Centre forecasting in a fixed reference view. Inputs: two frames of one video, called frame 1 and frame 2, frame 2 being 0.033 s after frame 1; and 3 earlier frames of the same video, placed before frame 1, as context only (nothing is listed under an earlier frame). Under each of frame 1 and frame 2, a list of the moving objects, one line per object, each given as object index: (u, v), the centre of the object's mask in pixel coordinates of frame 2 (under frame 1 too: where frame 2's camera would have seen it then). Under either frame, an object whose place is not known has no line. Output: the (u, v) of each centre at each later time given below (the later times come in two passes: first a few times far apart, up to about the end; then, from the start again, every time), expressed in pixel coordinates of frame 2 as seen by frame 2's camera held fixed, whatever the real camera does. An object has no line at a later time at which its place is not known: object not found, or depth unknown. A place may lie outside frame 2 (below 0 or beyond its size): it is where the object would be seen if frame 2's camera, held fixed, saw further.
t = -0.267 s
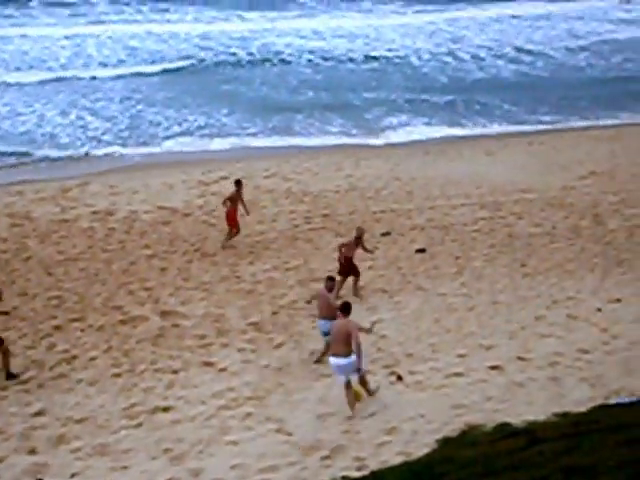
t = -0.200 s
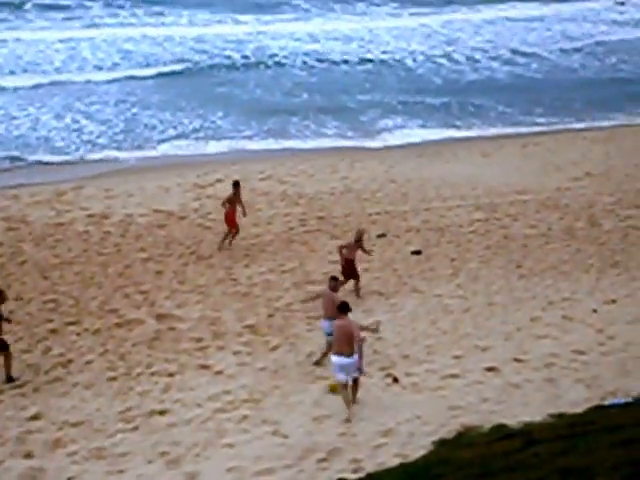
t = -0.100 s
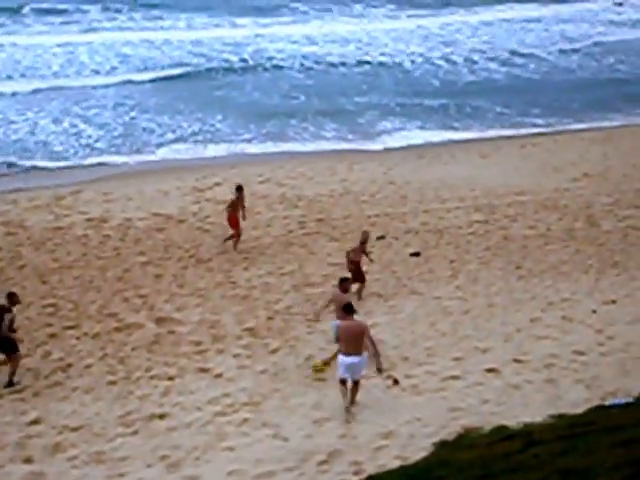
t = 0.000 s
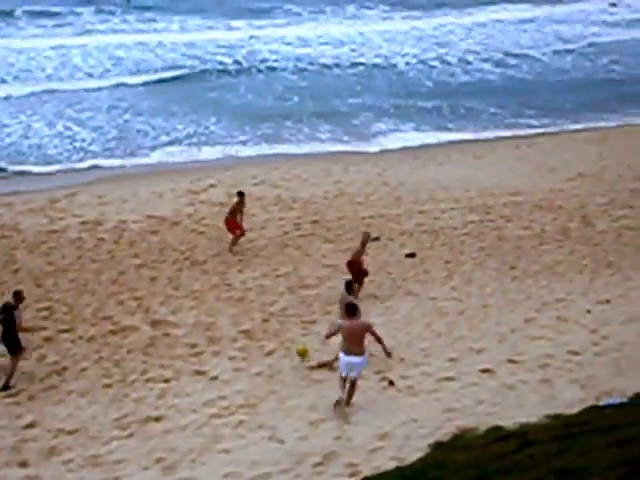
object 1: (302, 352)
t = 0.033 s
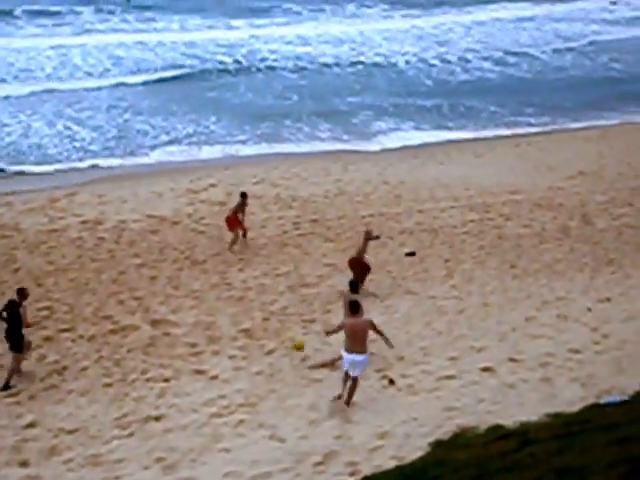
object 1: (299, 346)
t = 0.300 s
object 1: (273, 328)
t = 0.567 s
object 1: (259, 305)
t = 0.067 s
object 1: (295, 342)
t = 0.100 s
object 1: (290, 339)
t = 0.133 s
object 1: (287, 337)
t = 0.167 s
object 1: (284, 336)
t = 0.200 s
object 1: (280, 336)
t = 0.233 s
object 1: (277, 335)
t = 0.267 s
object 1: (274, 332)
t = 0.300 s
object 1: (273, 328)
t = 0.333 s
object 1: (270, 322)
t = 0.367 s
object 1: (268, 318)
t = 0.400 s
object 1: (267, 316)
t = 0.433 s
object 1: (266, 315)
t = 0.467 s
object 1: (264, 313)
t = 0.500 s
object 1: (262, 308)
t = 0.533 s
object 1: (261, 307)
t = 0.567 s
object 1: (259, 305)
